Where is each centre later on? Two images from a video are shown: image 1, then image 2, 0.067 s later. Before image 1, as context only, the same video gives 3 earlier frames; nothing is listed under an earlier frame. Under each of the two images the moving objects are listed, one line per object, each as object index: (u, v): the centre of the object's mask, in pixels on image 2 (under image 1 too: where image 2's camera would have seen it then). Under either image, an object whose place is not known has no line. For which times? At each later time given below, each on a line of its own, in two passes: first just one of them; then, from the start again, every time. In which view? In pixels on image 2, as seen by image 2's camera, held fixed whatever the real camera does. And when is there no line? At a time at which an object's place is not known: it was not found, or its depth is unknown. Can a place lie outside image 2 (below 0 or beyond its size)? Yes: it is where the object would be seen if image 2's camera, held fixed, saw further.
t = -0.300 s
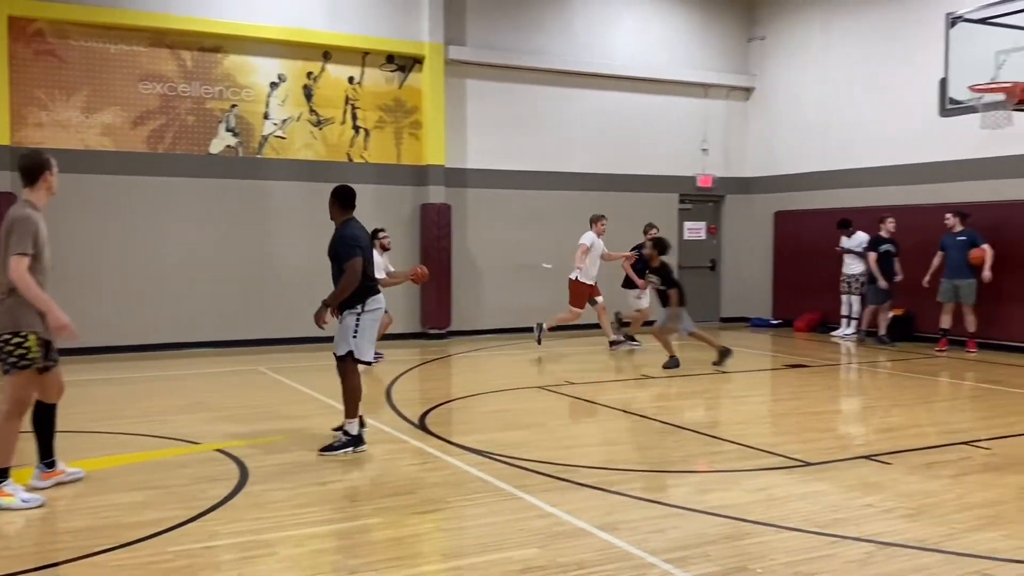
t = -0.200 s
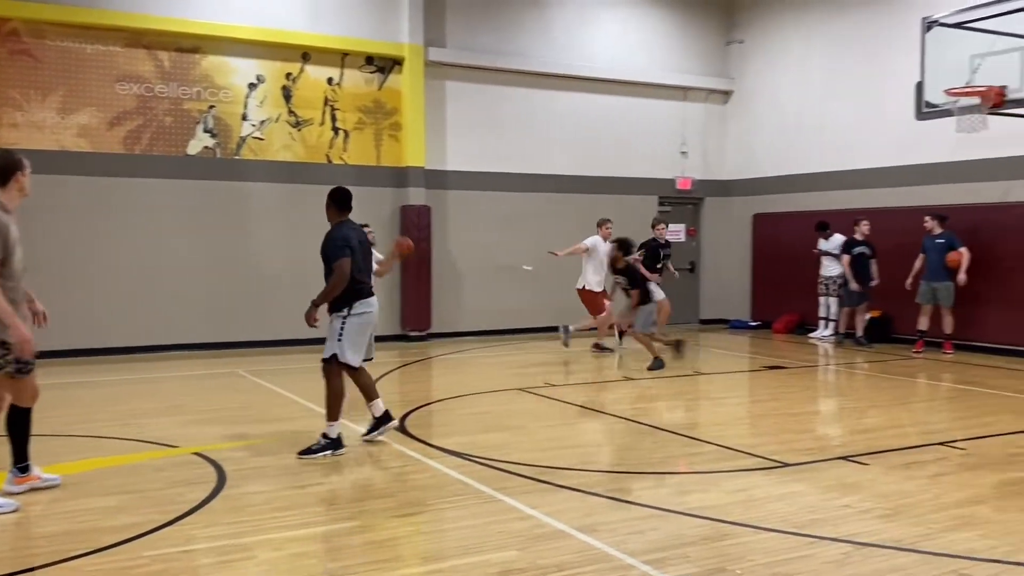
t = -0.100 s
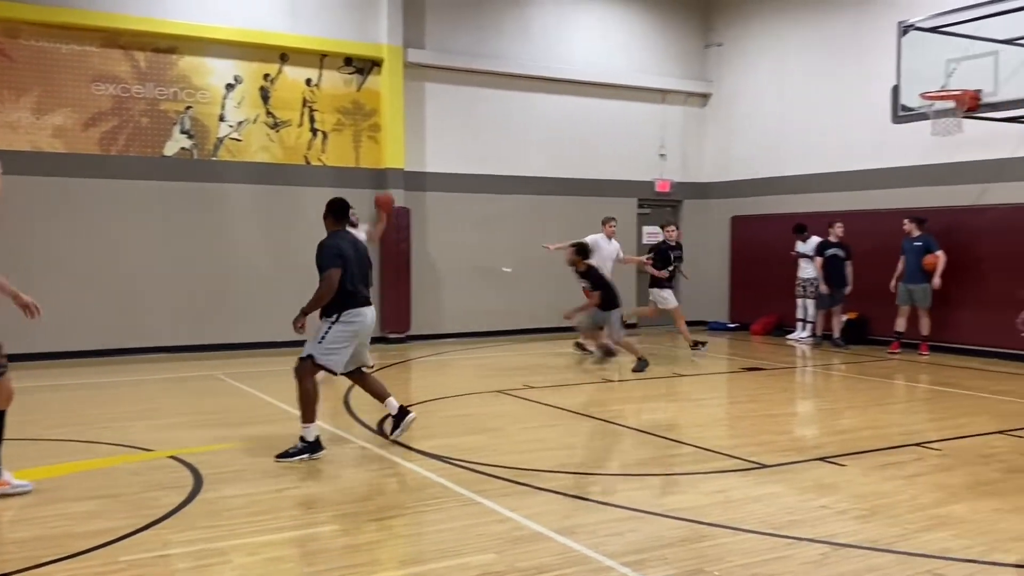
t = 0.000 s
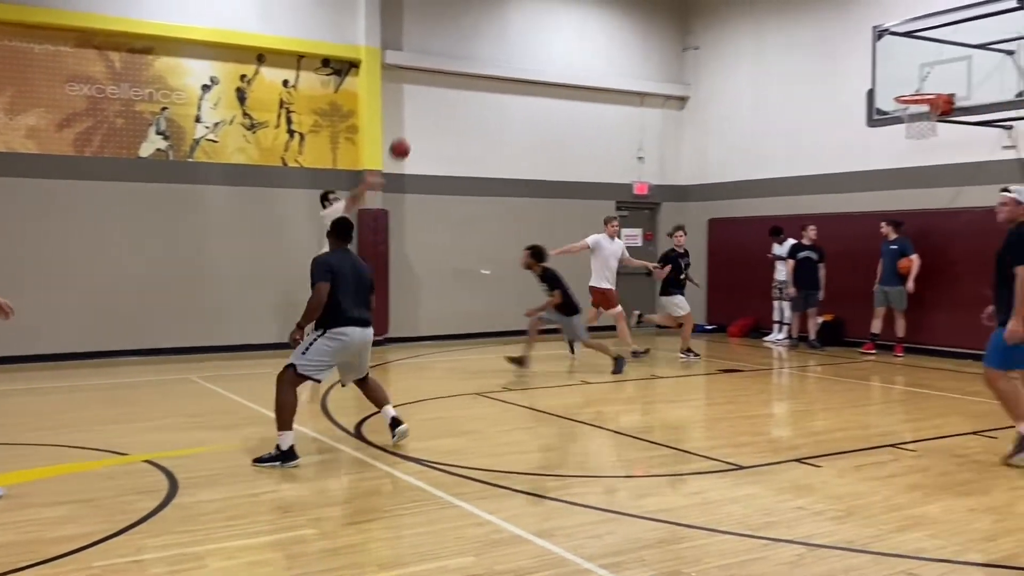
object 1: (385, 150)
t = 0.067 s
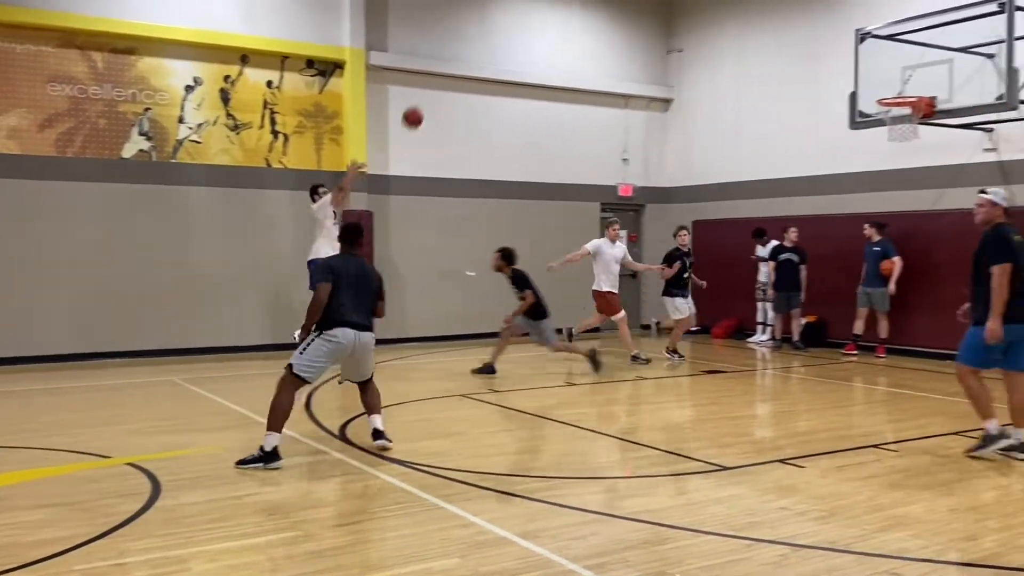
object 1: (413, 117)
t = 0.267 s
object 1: (497, 38)
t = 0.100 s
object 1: (427, 102)
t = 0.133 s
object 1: (441, 88)
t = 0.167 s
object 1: (455, 74)
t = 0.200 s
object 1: (469, 61)
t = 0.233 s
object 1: (483, 49)
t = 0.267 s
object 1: (497, 38)
